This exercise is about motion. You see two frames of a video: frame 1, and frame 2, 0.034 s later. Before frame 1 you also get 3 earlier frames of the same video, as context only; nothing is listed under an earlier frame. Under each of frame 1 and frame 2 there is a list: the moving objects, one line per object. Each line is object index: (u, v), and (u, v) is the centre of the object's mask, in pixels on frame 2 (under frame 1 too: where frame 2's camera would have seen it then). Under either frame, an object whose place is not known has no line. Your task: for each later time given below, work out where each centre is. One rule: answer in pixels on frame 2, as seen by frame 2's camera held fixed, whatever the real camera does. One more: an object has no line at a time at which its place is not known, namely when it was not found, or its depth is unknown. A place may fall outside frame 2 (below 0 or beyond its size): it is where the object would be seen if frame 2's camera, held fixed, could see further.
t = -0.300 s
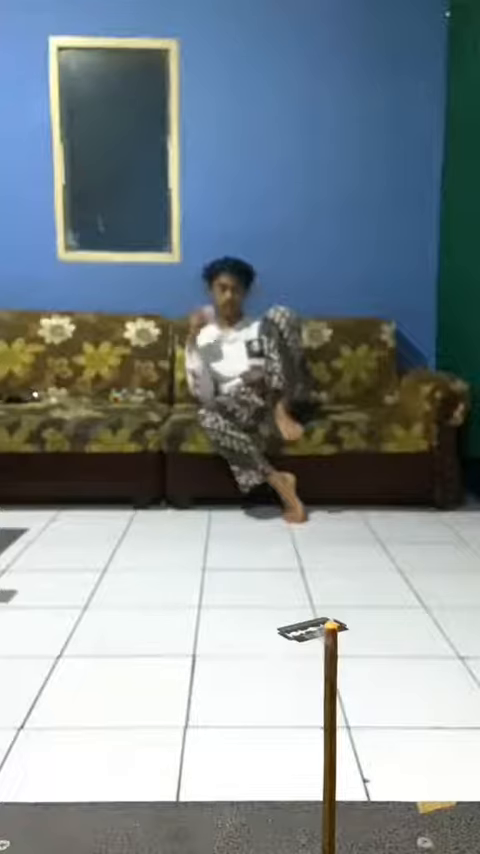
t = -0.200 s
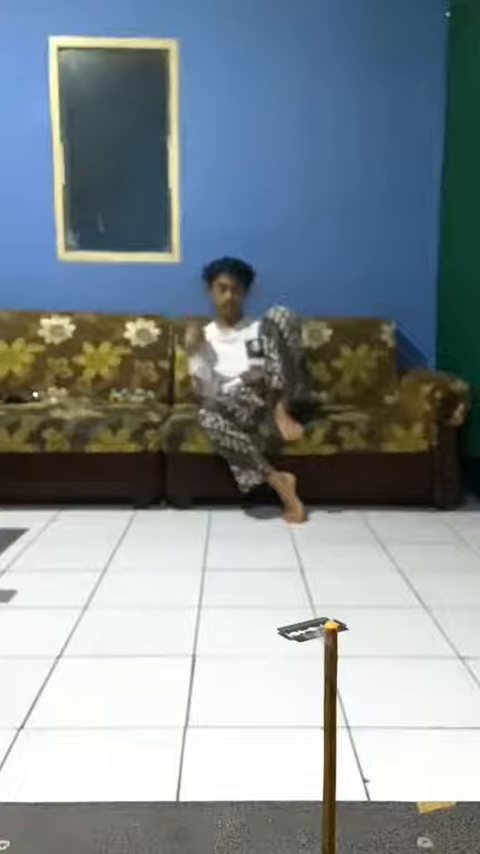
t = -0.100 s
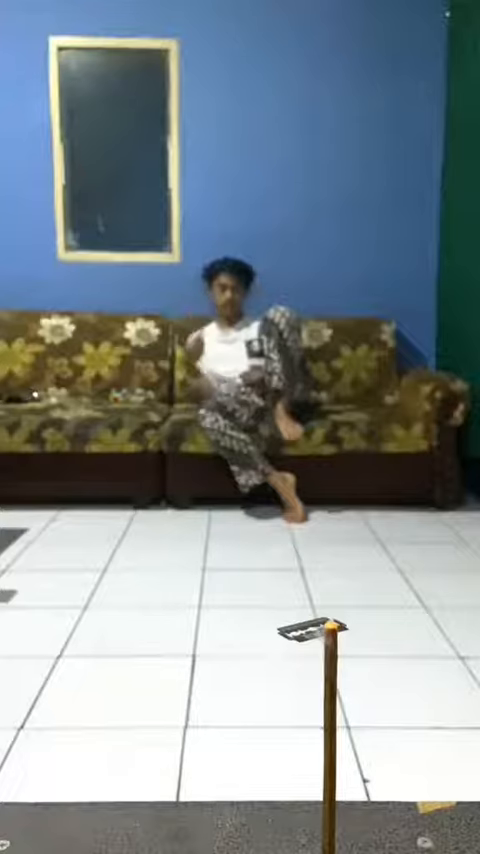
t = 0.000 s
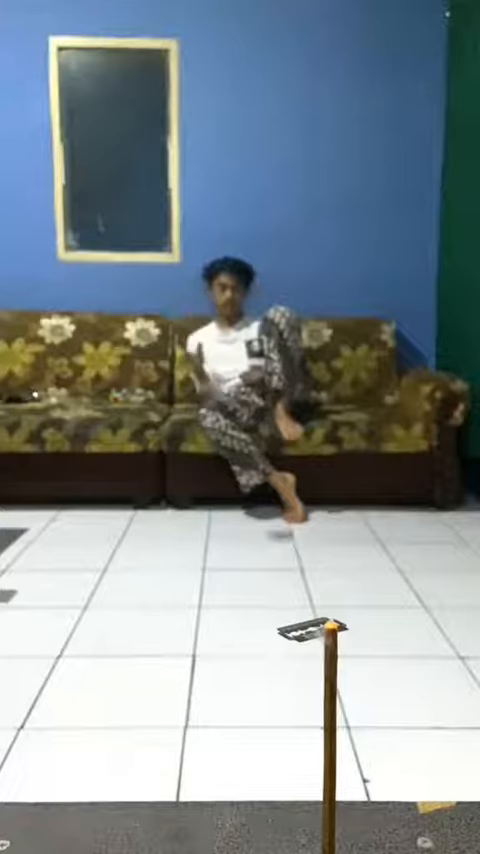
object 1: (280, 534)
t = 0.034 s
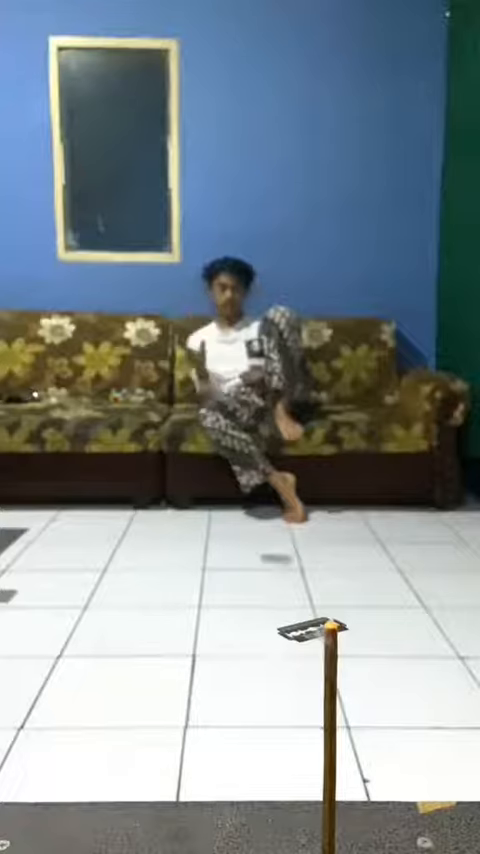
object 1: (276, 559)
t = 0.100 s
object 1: (278, 618)
